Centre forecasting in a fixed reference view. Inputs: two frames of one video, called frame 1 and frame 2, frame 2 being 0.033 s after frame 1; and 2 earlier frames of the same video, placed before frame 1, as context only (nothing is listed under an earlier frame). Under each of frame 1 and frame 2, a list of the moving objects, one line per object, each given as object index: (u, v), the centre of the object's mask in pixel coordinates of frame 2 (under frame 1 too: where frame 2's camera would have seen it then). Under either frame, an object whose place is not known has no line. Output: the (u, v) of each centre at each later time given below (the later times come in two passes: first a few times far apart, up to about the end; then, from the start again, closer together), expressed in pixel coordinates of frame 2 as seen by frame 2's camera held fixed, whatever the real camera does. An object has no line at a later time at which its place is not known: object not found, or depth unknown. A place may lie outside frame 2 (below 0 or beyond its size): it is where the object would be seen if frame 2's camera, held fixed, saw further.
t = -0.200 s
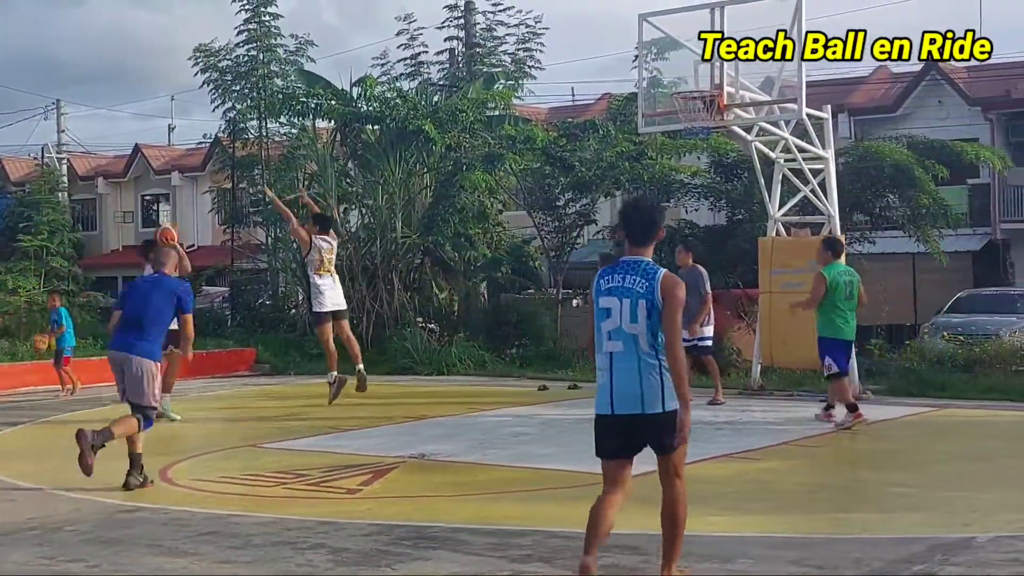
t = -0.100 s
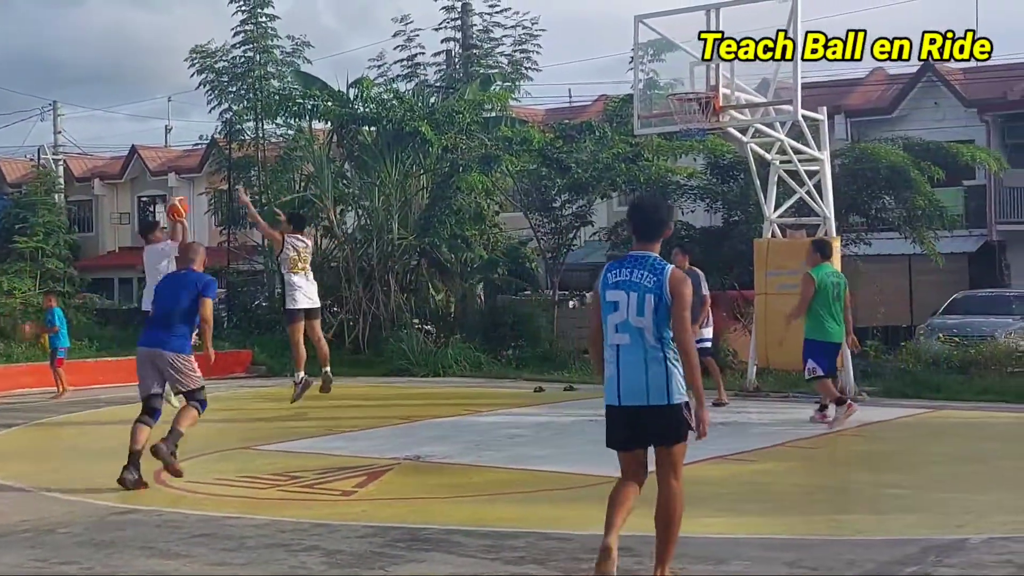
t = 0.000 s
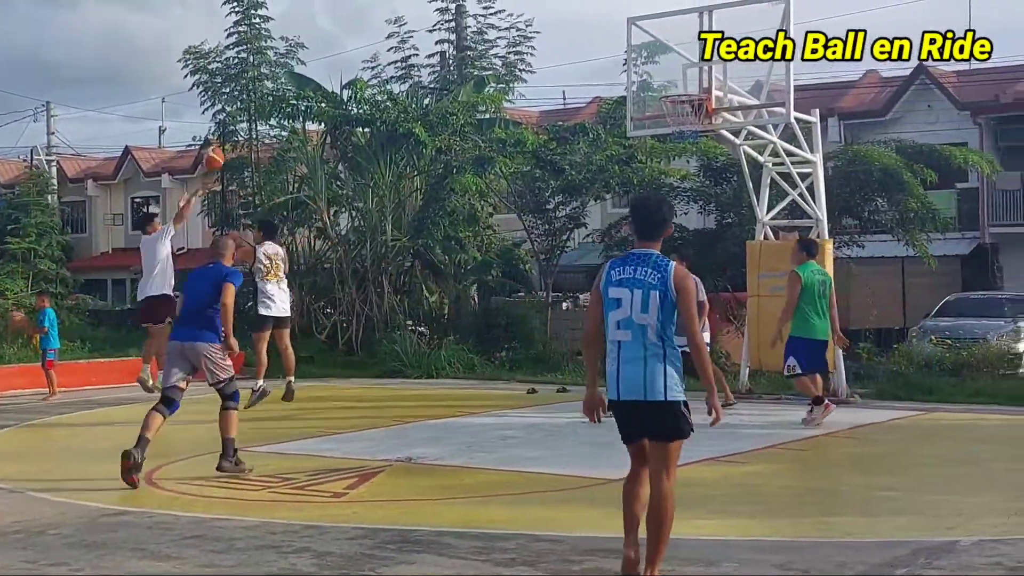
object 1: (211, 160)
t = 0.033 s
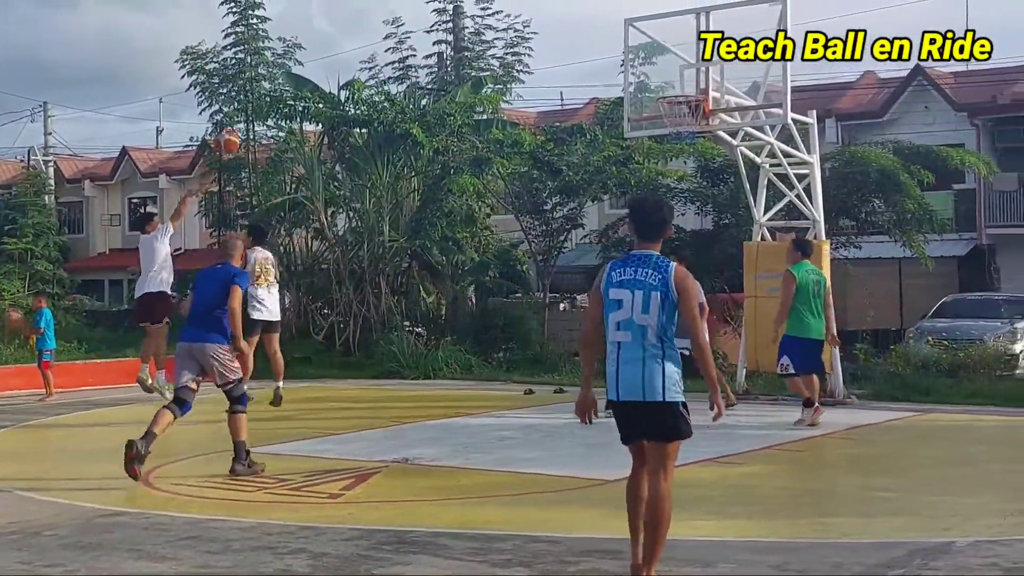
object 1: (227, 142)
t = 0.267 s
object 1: (352, 51)
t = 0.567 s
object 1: (508, 14)
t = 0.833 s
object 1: (645, 52)
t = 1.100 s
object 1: (673, 78)
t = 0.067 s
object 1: (246, 125)
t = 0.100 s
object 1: (264, 111)
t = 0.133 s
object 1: (281, 97)
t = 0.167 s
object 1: (299, 84)
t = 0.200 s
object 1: (316, 71)
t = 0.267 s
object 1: (352, 51)
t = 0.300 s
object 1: (369, 43)
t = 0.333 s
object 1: (386, 36)
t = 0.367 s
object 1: (403, 30)
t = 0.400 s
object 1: (422, 24)
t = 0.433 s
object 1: (439, 20)
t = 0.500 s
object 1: (473, 15)
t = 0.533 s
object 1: (490, 14)
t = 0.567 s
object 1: (508, 14)
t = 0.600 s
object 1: (525, 15)
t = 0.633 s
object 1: (543, 17)
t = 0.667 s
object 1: (560, 21)
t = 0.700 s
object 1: (577, 25)
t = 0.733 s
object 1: (594, 30)
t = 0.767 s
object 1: (612, 36)
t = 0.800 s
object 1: (629, 44)
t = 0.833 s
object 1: (645, 52)
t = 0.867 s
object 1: (657, 60)
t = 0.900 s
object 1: (659, 65)
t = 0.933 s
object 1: (661, 71)
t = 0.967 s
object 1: (662, 79)
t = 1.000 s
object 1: (663, 87)
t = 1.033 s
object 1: (666, 87)
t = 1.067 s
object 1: (669, 85)
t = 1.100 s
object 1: (673, 78)
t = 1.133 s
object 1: (677, 73)
